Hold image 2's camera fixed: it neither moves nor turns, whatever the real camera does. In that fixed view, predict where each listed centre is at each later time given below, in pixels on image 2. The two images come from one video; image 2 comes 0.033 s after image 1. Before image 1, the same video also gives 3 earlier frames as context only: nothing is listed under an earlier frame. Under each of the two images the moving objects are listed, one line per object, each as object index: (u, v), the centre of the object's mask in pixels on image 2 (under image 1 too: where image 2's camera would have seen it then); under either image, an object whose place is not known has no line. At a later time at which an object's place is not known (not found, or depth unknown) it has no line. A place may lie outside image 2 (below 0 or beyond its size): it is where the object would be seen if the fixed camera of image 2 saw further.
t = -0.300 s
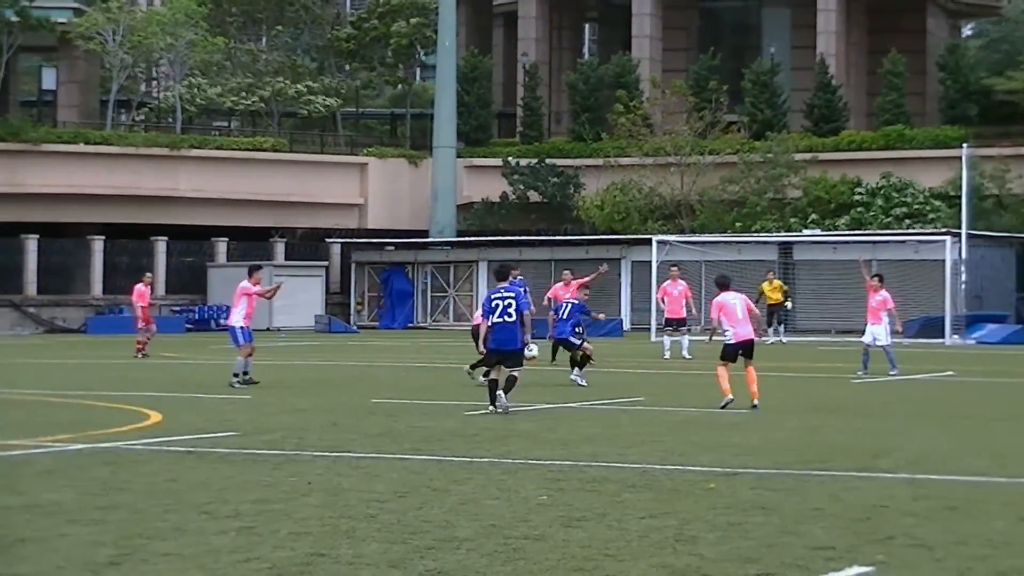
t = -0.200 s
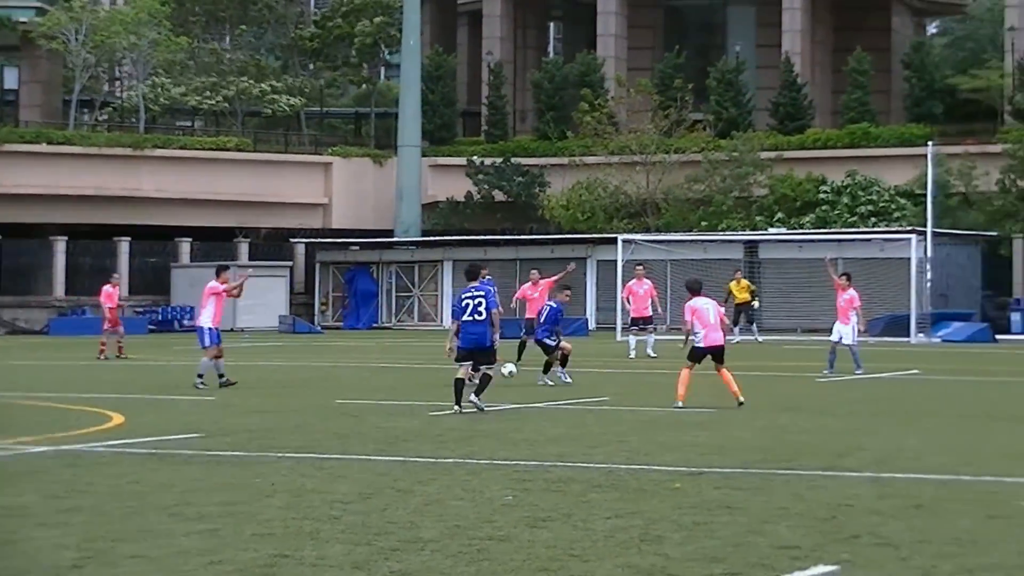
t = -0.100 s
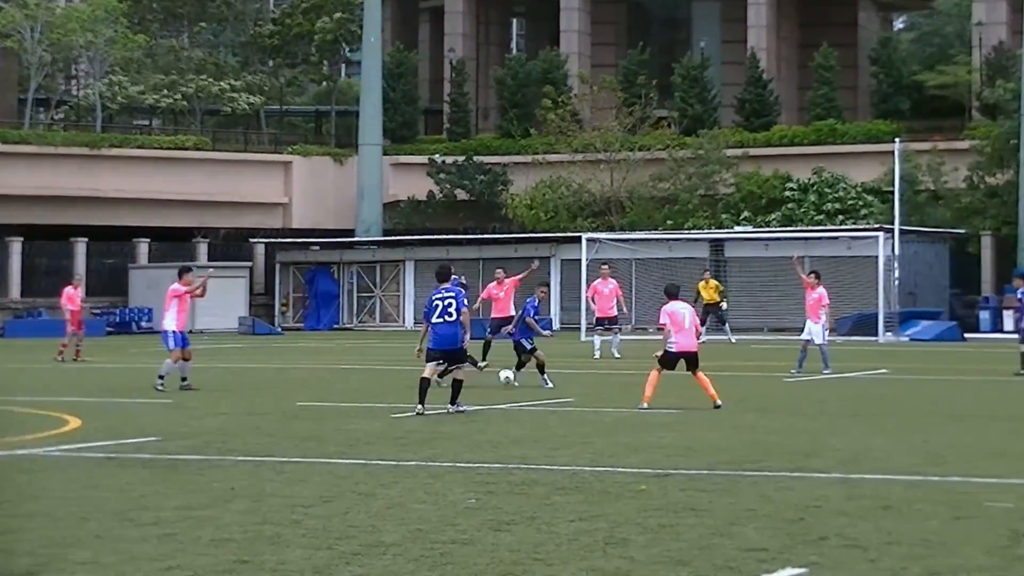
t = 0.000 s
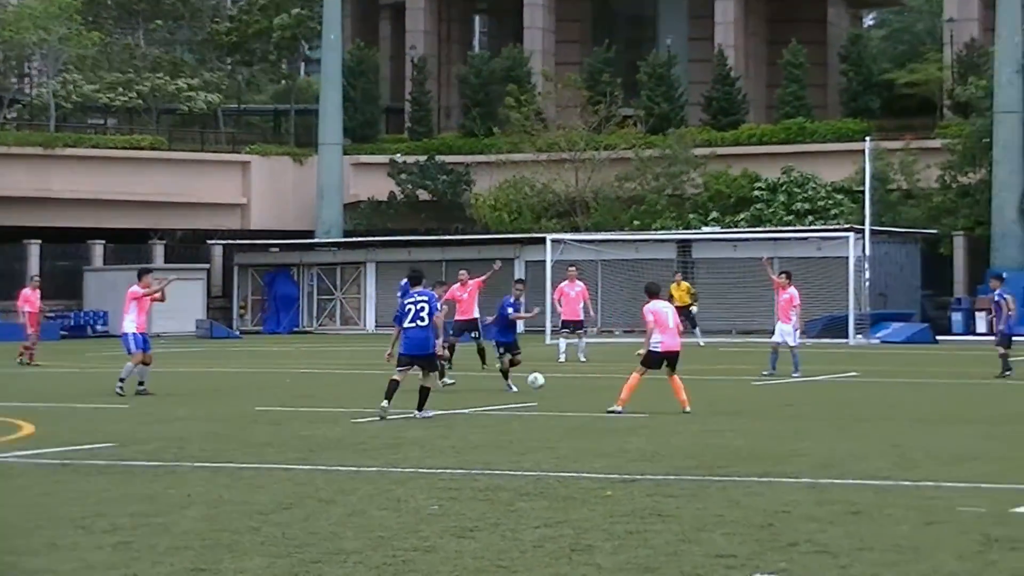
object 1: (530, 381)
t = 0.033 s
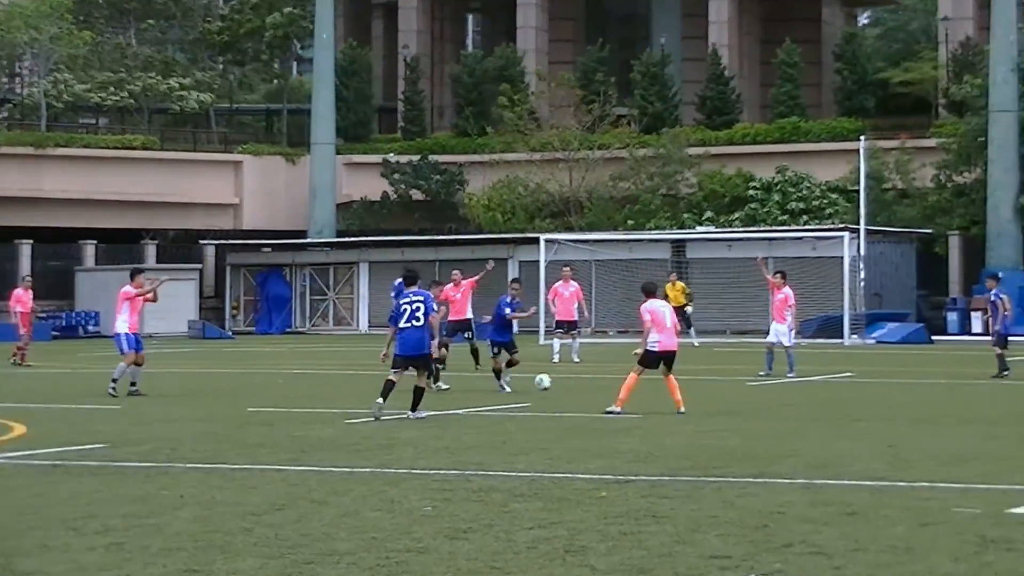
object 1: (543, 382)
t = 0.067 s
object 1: (569, 385)
